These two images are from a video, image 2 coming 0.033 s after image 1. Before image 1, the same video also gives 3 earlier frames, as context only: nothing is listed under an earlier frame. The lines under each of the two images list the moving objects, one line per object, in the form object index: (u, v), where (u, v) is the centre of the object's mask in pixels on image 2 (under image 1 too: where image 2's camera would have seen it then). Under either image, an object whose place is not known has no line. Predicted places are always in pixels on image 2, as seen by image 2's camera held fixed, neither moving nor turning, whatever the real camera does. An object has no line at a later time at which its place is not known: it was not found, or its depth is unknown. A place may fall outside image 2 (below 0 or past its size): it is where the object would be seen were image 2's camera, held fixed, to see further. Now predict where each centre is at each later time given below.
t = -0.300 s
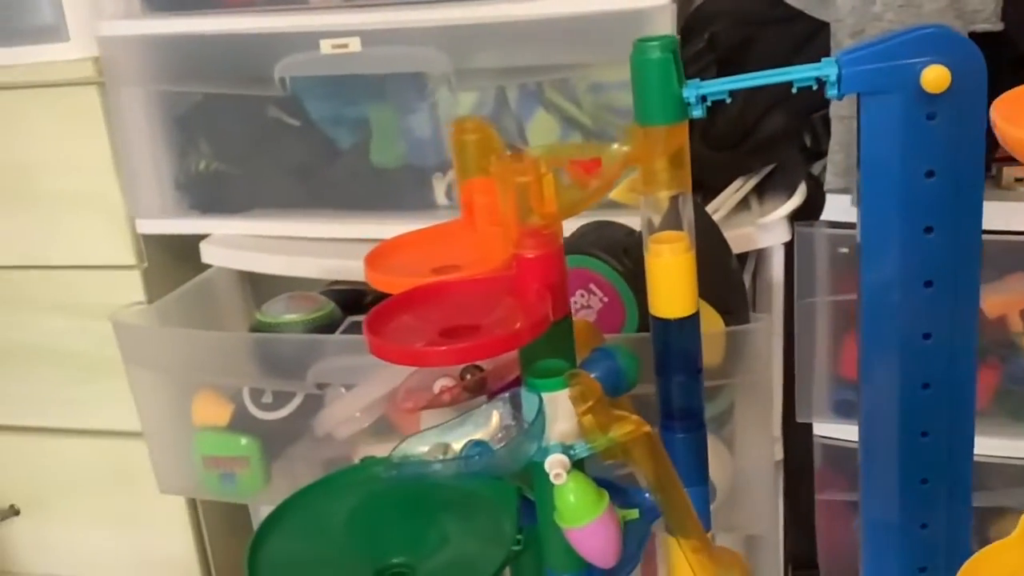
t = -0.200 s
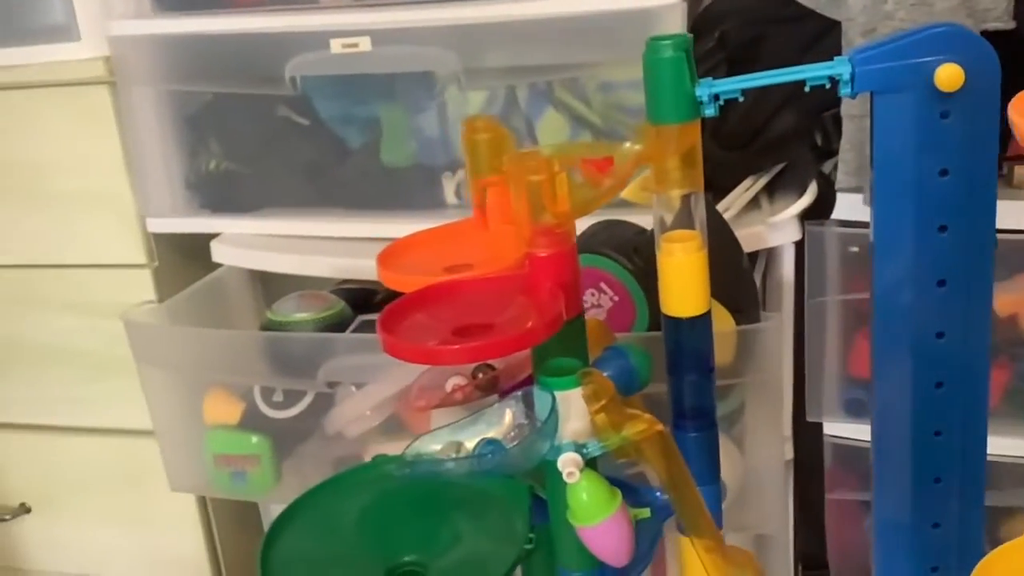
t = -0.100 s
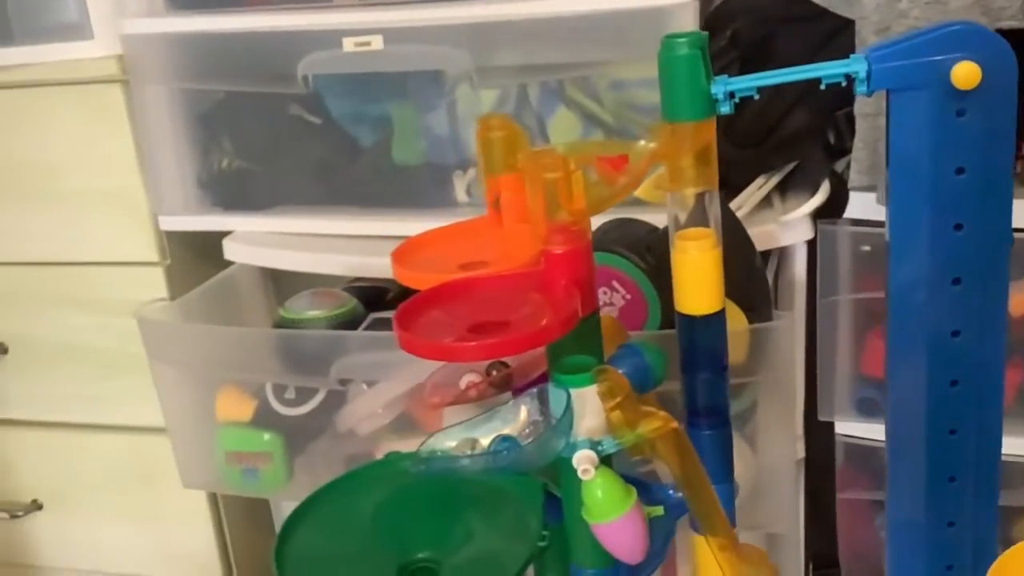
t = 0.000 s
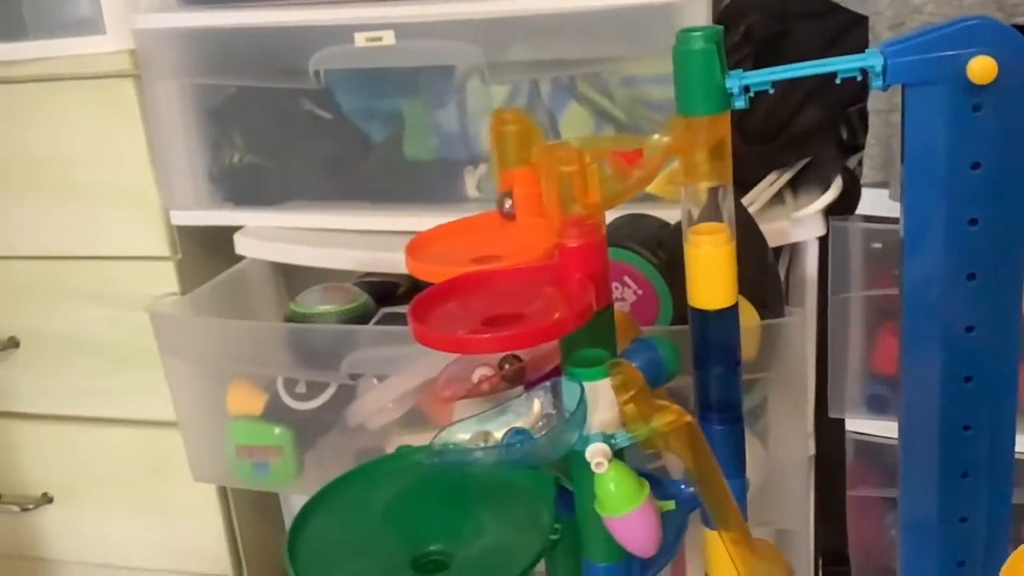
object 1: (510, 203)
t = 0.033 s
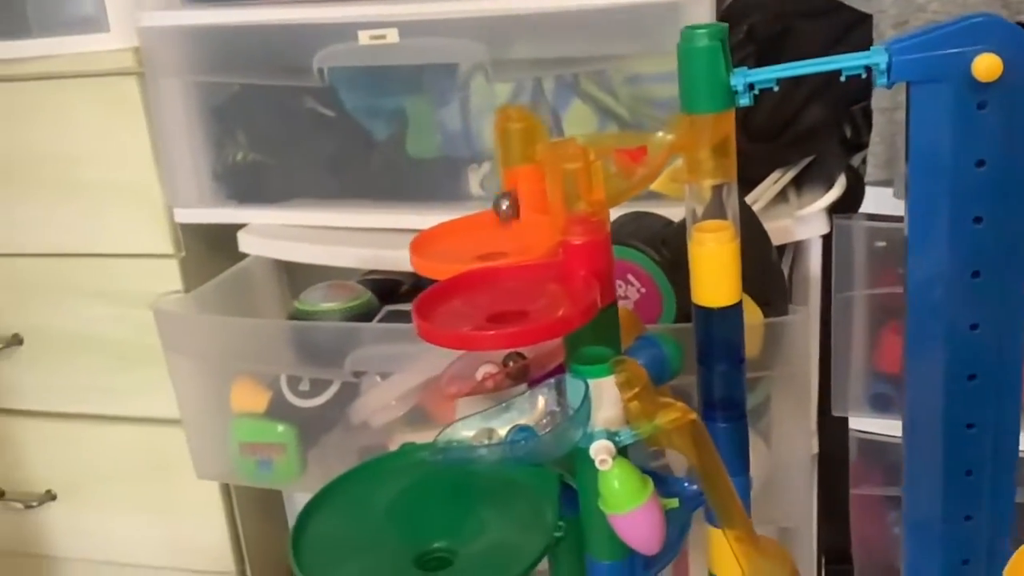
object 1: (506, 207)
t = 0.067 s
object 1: (497, 212)
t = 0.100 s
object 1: (487, 216)
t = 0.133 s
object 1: (476, 221)
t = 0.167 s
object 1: (465, 226)
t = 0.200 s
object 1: (455, 233)
